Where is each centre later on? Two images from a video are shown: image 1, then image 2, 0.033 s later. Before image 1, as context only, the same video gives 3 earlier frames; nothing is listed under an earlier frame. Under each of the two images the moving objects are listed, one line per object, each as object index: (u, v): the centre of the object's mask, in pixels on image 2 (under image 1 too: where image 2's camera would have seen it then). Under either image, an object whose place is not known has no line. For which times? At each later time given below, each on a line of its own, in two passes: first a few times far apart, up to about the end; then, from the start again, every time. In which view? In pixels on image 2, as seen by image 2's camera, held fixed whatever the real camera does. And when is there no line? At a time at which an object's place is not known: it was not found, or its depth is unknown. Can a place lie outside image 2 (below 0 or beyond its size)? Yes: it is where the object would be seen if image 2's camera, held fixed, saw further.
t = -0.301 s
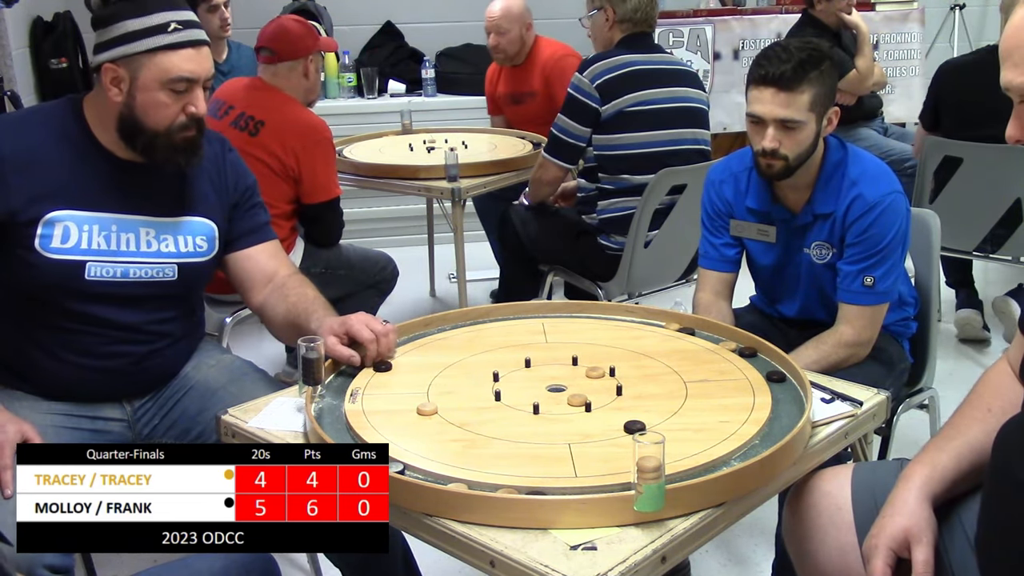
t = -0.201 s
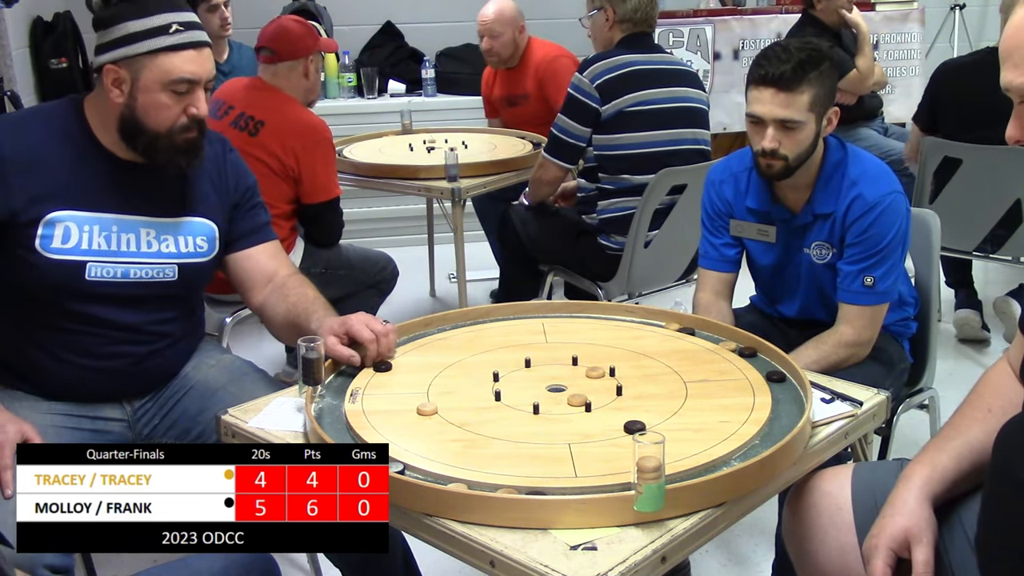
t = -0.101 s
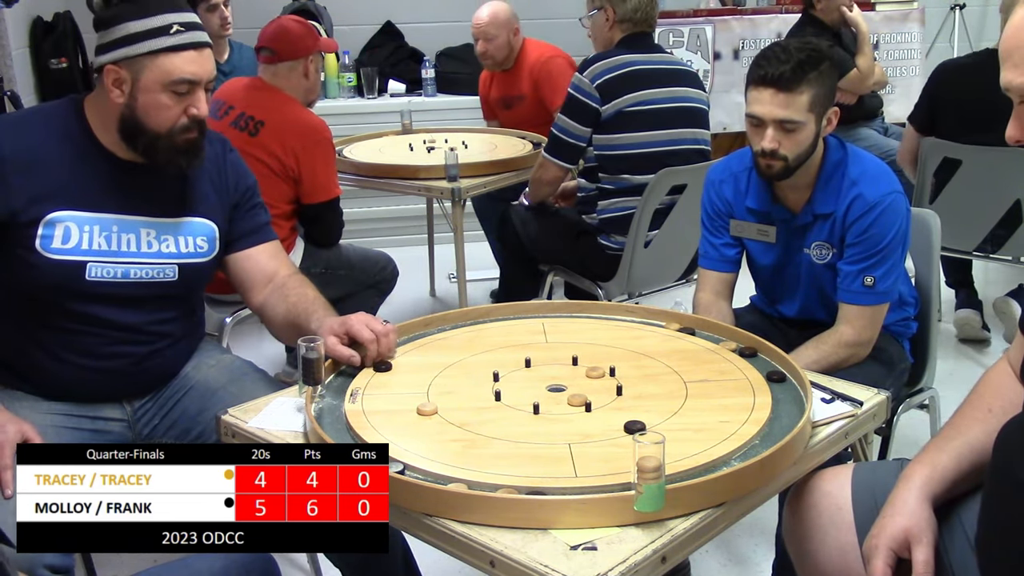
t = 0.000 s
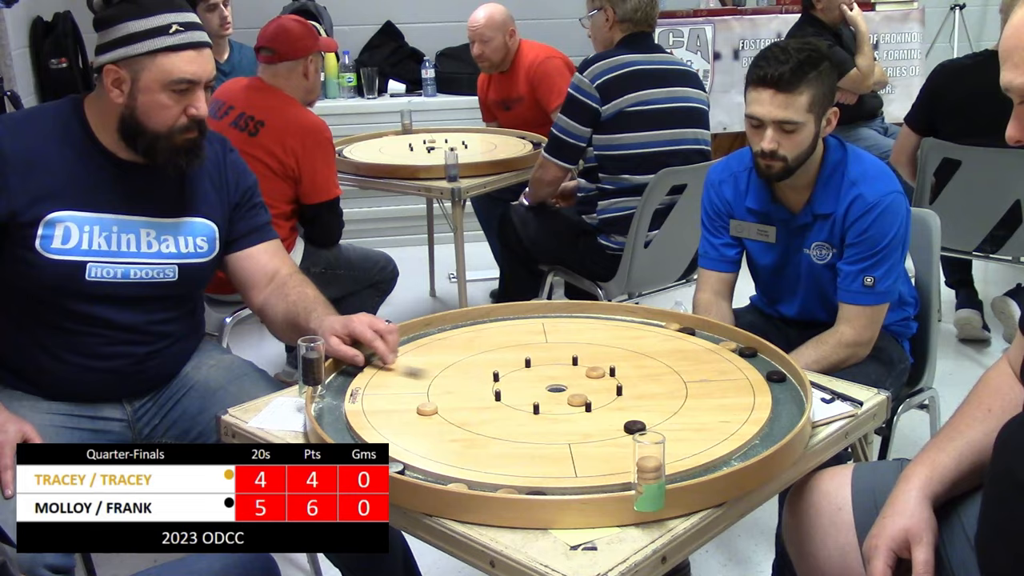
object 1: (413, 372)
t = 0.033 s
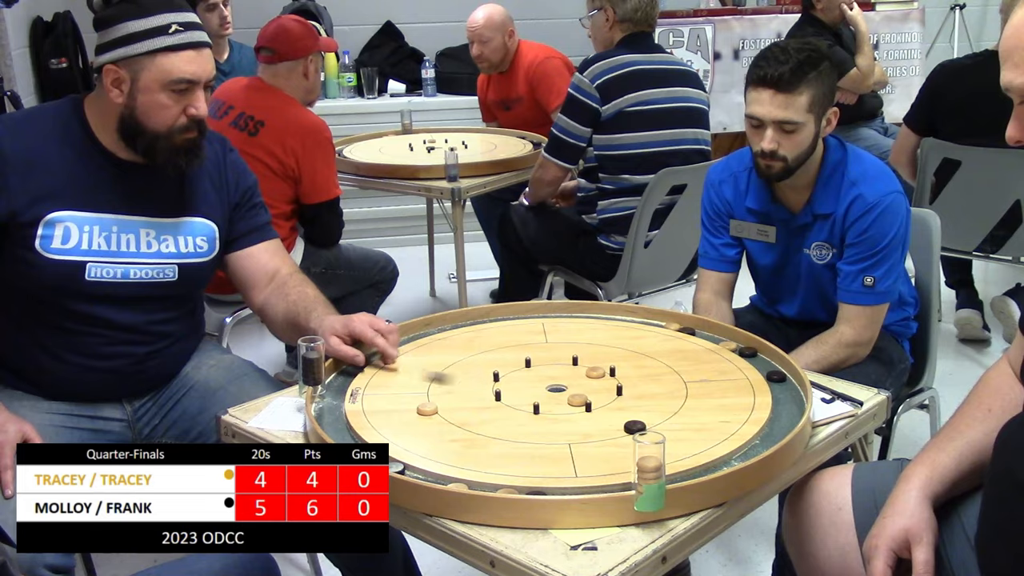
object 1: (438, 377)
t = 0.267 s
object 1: (561, 410)
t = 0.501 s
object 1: (573, 436)
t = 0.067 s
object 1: (463, 382)
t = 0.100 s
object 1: (483, 387)
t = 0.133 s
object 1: (514, 392)
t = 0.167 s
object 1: (537, 396)
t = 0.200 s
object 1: (556, 401)
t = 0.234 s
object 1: (559, 406)
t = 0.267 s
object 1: (561, 410)
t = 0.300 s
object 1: (563, 414)
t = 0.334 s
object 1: (565, 418)
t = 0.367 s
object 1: (566, 422)
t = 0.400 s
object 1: (568, 426)
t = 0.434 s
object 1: (570, 429)
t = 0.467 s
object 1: (572, 432)
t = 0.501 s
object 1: (573, 436)
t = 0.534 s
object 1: (574, 439)
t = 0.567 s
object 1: (576, 442)
